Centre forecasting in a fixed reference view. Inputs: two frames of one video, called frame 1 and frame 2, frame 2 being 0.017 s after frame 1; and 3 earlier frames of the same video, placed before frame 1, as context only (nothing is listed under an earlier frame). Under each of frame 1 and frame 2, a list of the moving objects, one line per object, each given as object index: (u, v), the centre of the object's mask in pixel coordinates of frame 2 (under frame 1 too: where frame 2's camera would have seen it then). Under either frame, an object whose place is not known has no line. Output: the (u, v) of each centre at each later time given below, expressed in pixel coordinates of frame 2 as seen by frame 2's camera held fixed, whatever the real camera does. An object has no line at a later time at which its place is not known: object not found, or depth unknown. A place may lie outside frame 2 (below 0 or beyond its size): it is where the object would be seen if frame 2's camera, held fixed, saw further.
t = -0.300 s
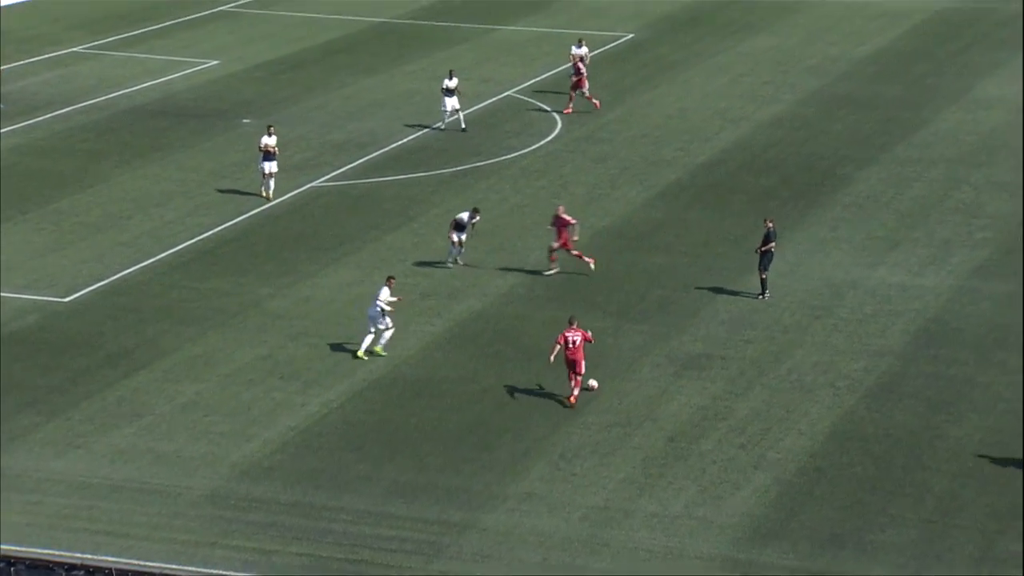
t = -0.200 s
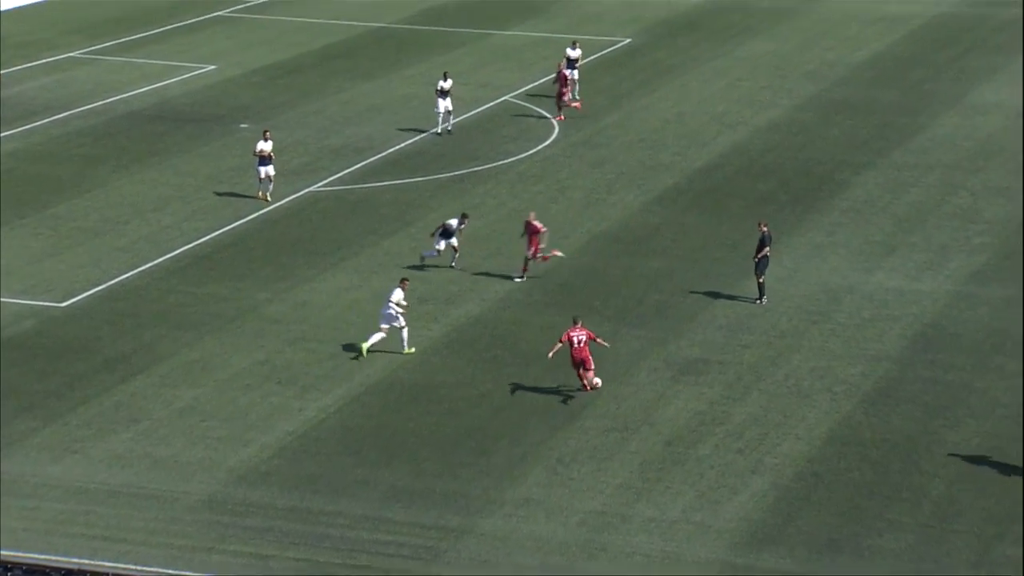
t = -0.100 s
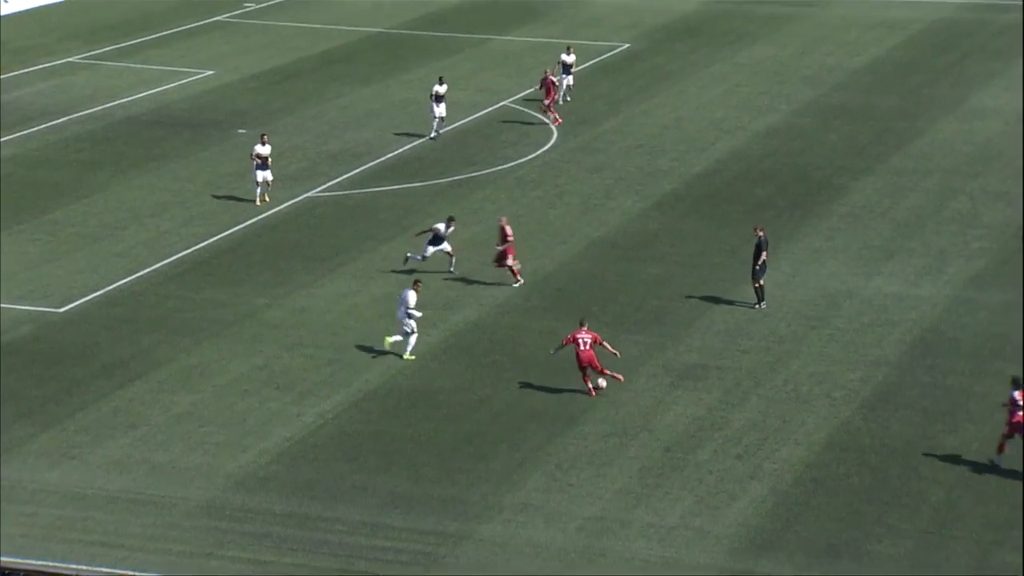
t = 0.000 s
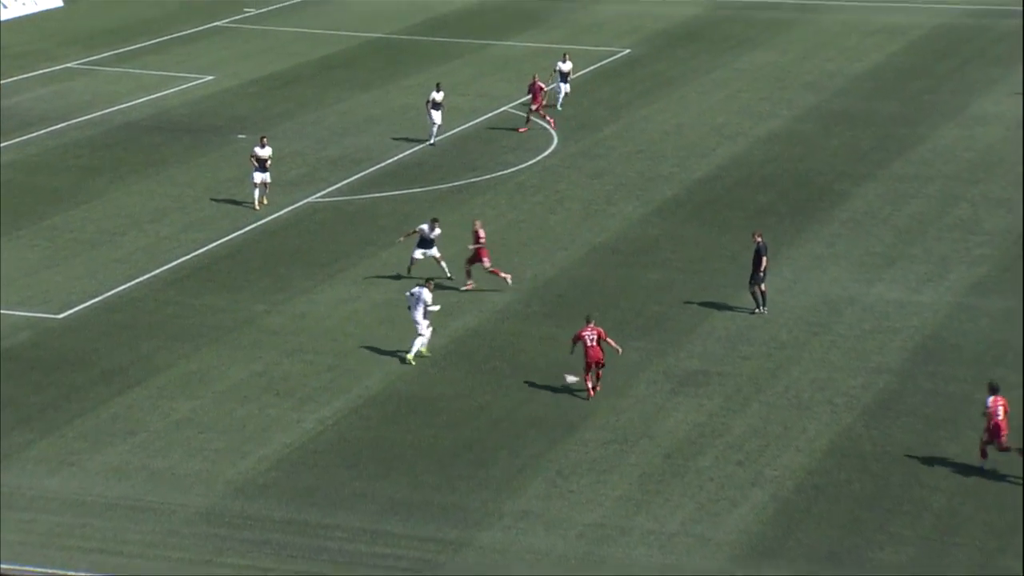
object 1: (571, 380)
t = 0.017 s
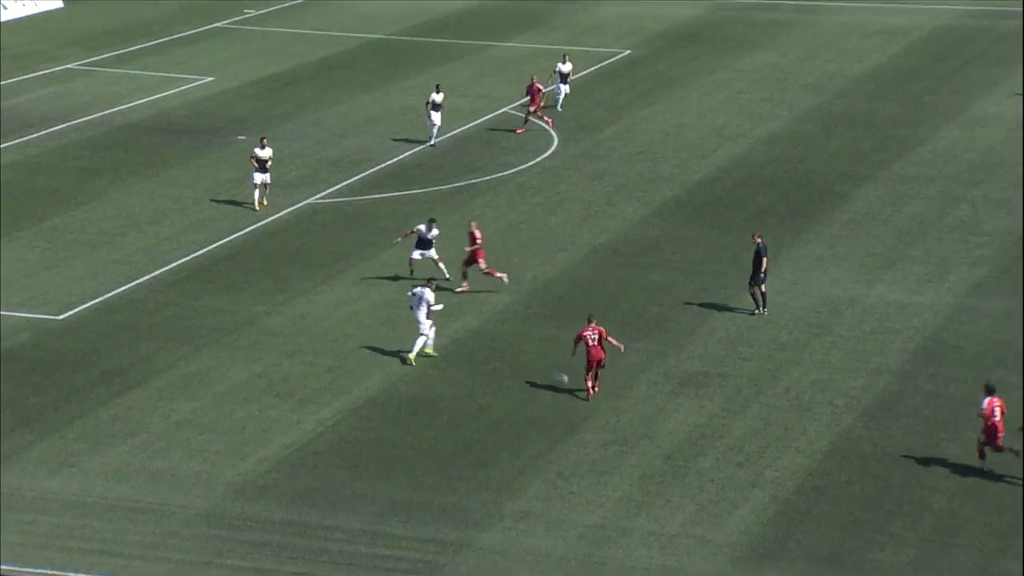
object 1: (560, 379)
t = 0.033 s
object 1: (544, 375)
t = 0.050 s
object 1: (533, 373)
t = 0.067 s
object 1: (523, 372)
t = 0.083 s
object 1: (511, 370)
